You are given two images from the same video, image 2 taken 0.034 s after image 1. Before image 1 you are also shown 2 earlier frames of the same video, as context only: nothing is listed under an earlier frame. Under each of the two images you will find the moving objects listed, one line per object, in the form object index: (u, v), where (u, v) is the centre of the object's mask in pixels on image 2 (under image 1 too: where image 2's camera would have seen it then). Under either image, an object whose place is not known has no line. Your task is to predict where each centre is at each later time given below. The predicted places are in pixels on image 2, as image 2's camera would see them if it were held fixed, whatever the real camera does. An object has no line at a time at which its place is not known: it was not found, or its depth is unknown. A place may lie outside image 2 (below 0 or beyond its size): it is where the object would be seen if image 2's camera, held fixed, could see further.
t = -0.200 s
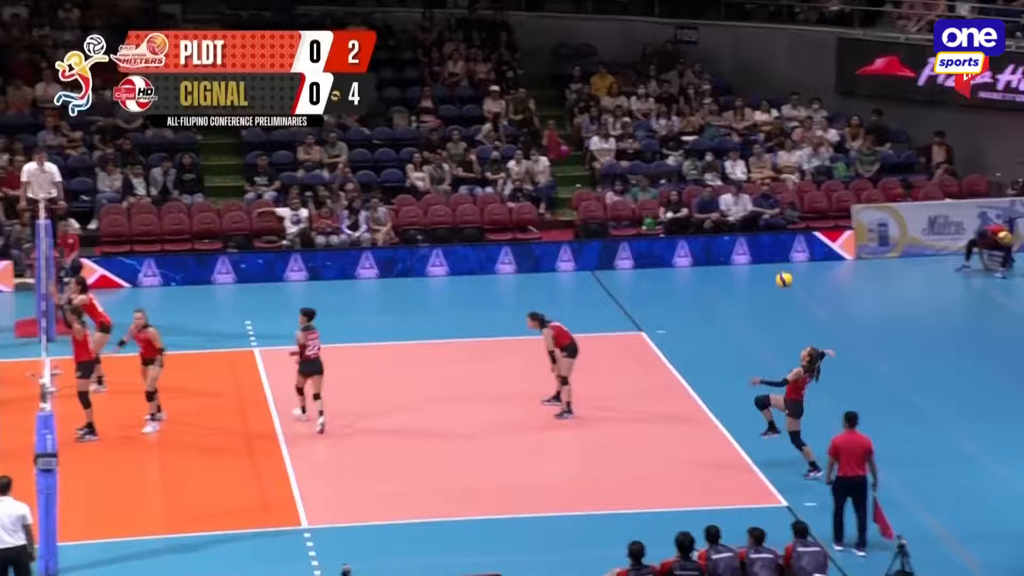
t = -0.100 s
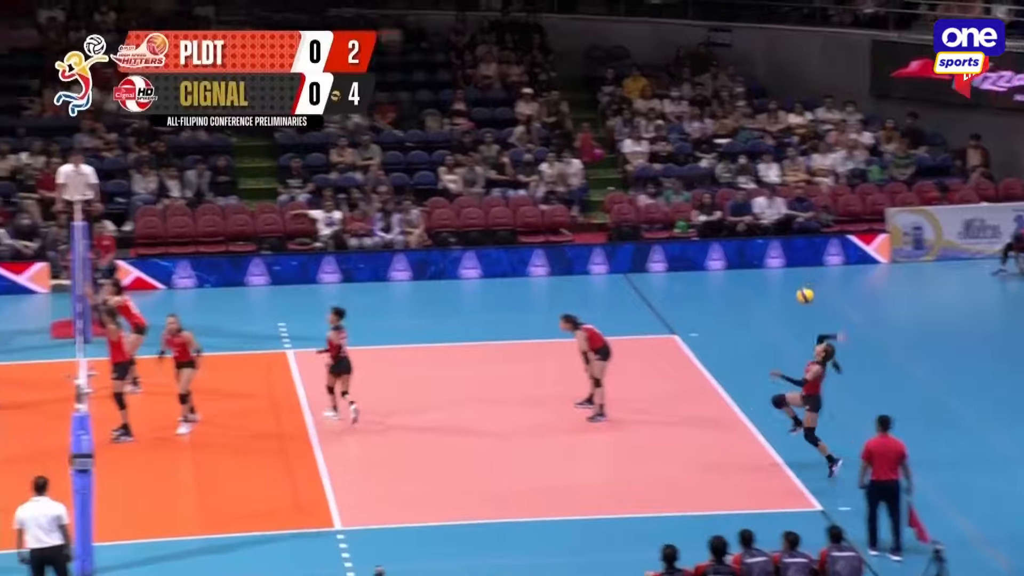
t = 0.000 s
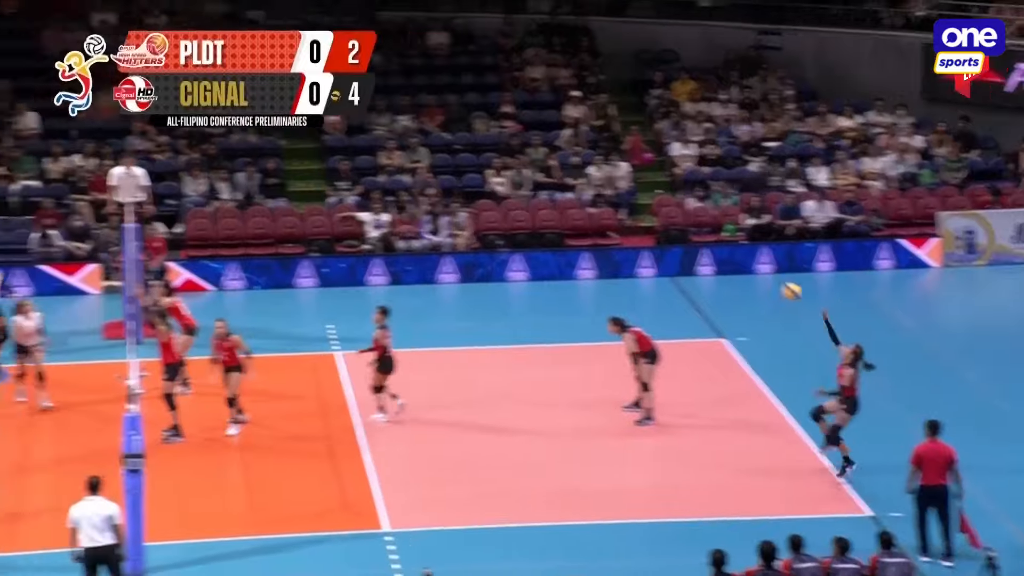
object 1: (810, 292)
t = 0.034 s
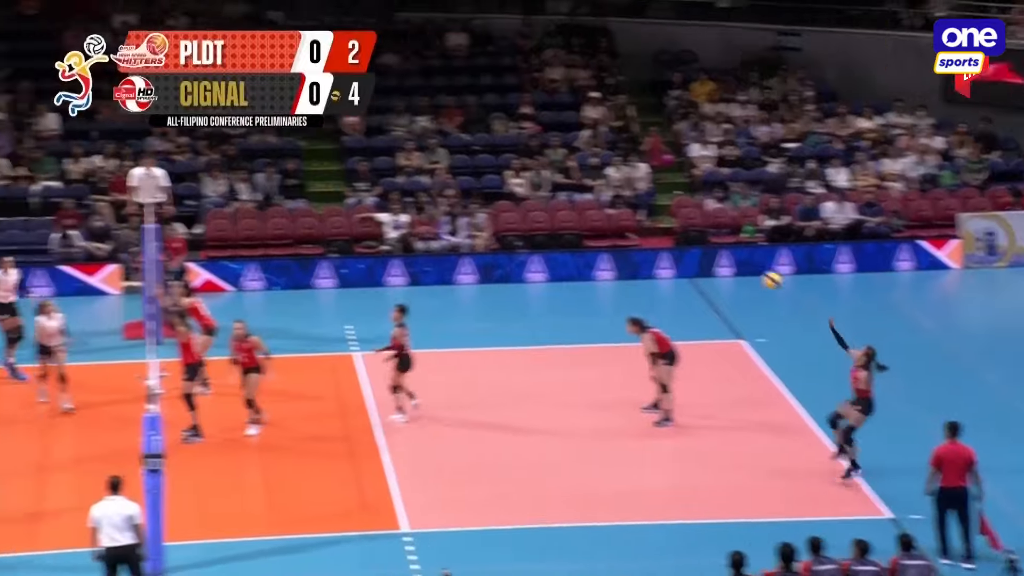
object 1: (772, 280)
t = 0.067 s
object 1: (735, 269)
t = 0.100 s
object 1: (697, 259)
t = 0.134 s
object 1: (660, 250)
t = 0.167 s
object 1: (623, 243)
